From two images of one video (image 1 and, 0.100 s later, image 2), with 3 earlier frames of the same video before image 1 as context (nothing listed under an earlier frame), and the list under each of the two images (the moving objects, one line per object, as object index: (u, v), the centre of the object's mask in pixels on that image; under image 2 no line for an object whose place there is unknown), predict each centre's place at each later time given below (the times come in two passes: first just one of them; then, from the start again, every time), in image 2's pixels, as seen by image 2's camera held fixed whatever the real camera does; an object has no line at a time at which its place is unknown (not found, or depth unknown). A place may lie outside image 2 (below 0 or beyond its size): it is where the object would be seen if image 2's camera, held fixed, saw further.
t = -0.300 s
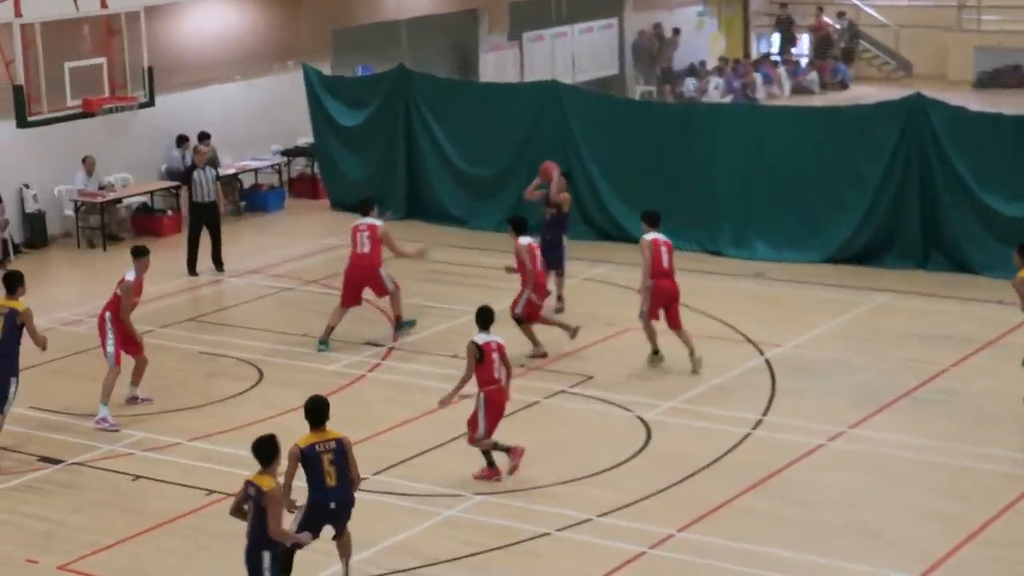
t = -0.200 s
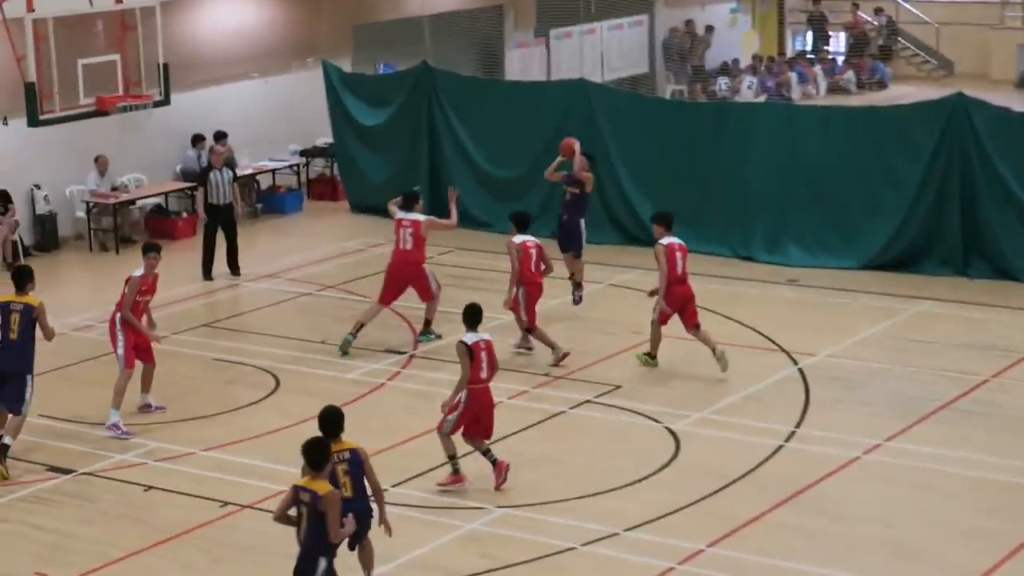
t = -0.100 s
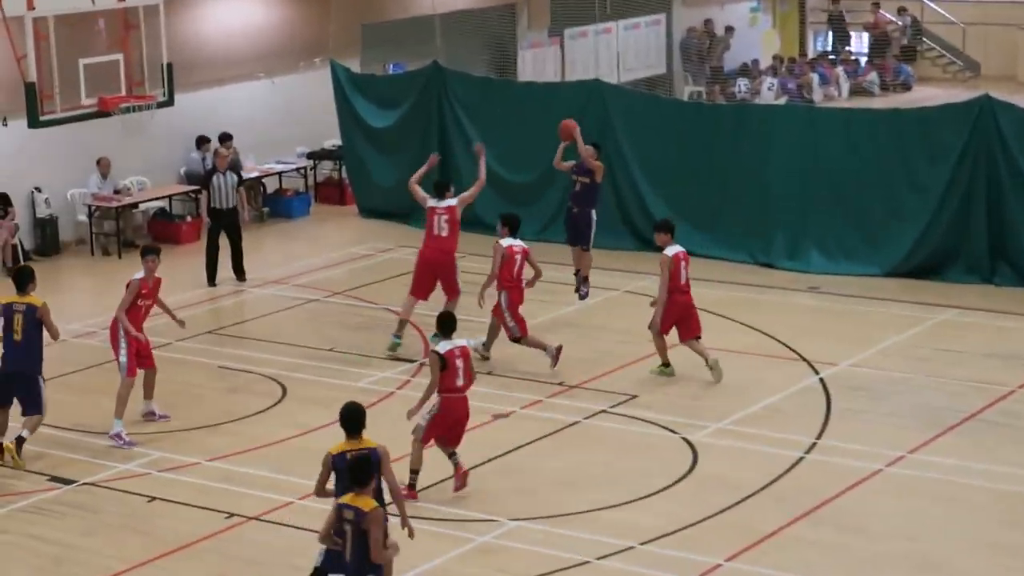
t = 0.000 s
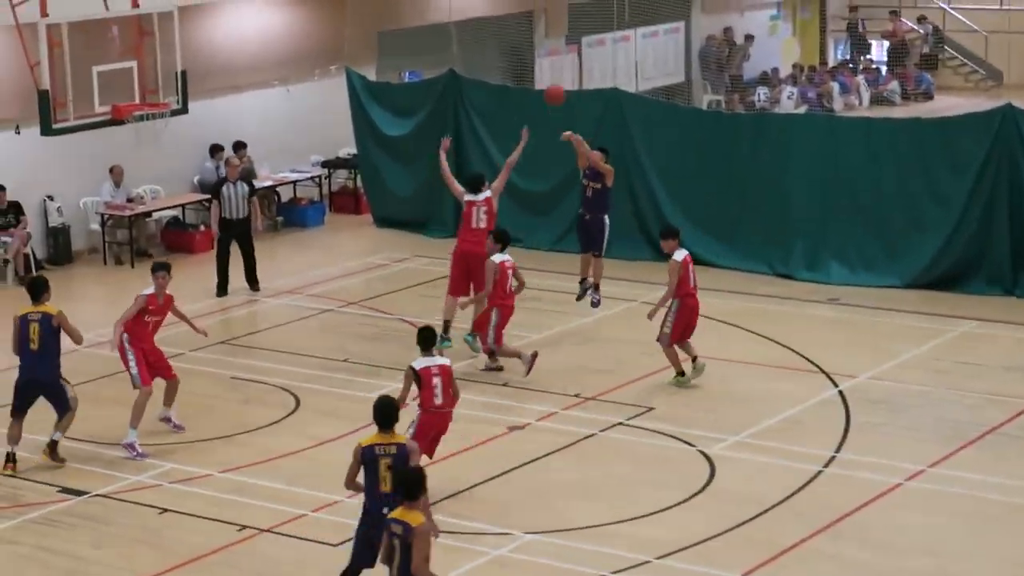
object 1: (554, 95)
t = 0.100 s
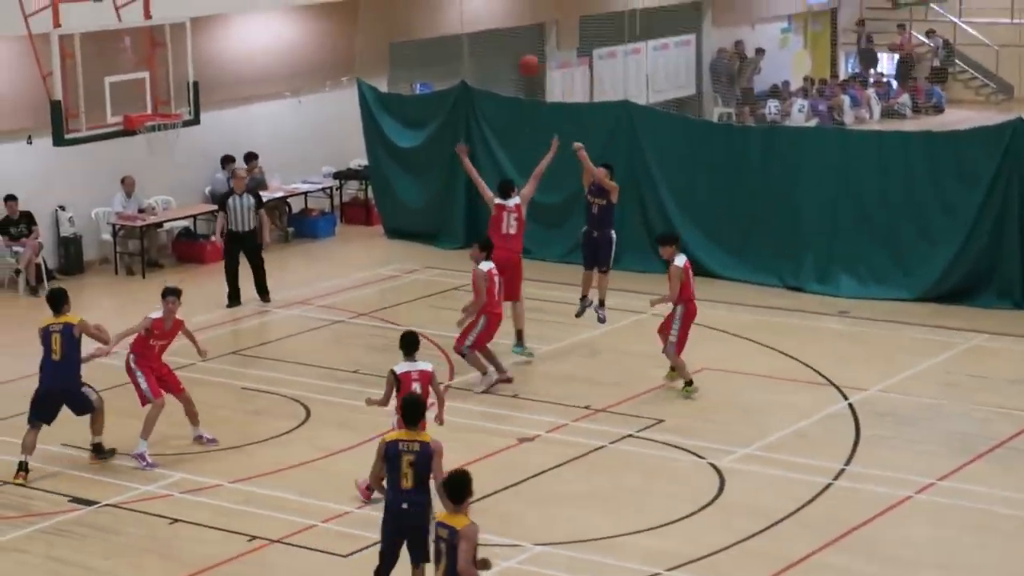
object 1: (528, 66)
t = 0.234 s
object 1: (480, 26)
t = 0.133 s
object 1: (517, 54)
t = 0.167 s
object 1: (505, 43)
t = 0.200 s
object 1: (494, 34)
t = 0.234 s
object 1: (480, 26)
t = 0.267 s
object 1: (469, 18)
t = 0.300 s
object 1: (457, 14)
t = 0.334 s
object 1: (445, 8)
